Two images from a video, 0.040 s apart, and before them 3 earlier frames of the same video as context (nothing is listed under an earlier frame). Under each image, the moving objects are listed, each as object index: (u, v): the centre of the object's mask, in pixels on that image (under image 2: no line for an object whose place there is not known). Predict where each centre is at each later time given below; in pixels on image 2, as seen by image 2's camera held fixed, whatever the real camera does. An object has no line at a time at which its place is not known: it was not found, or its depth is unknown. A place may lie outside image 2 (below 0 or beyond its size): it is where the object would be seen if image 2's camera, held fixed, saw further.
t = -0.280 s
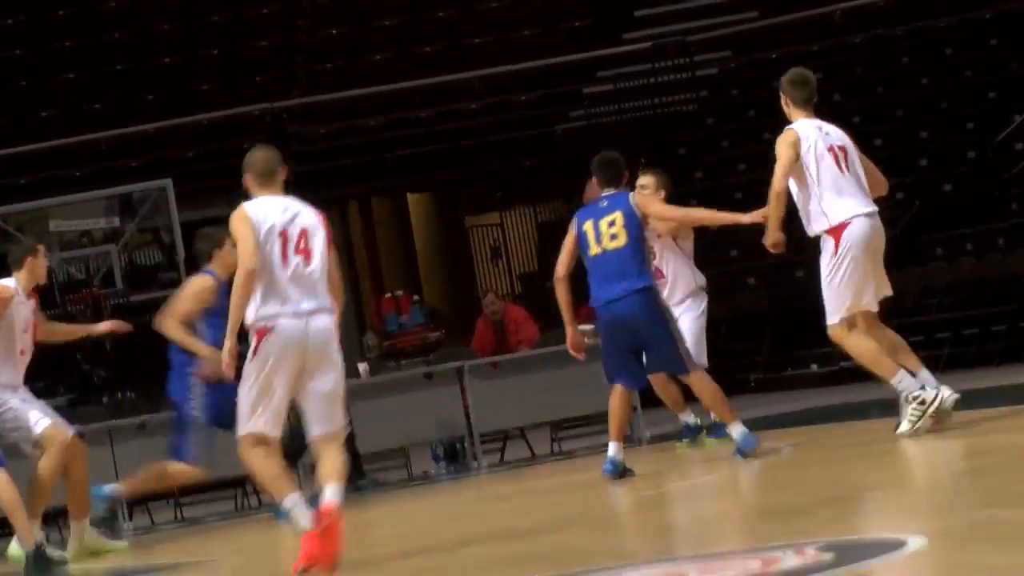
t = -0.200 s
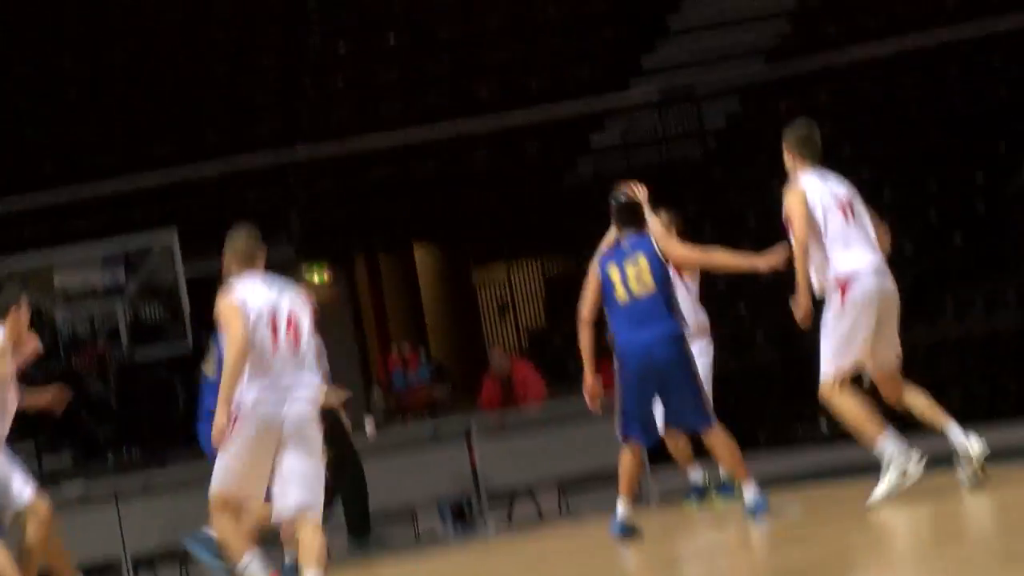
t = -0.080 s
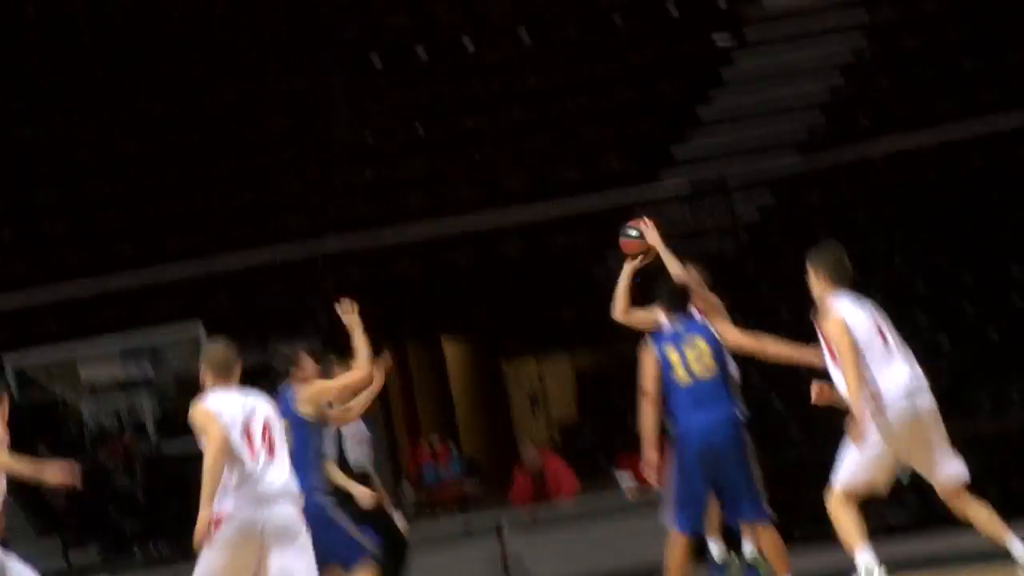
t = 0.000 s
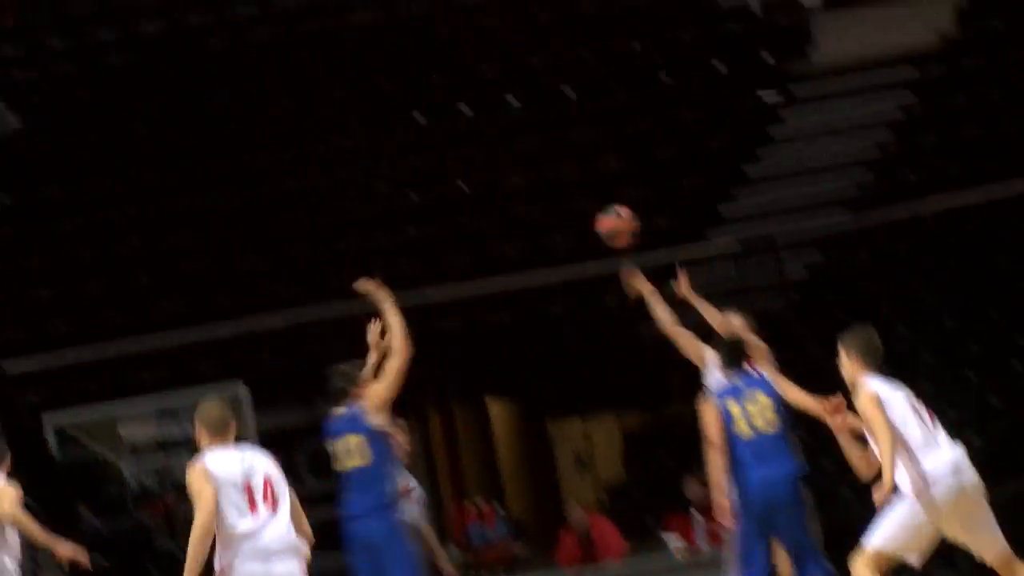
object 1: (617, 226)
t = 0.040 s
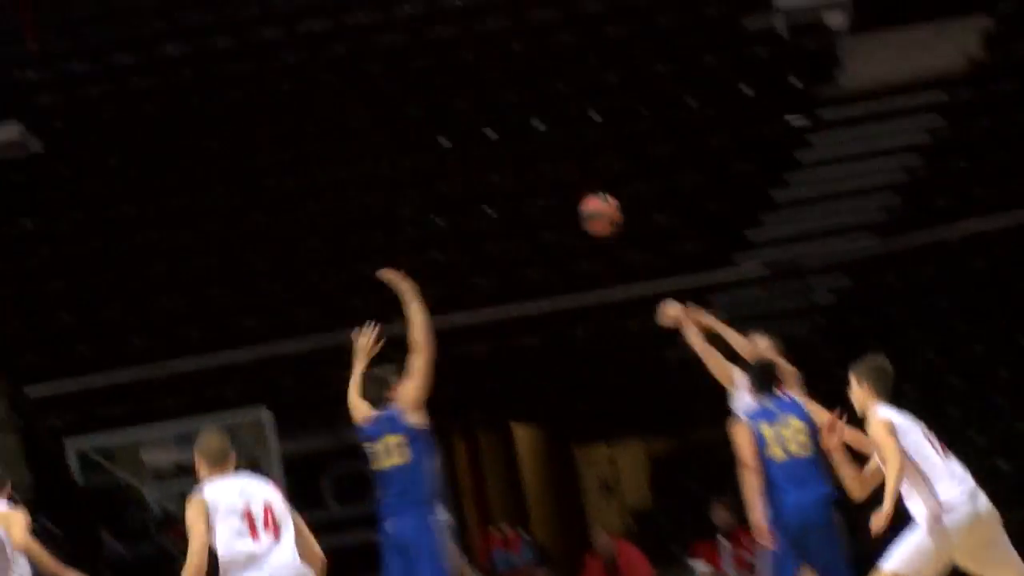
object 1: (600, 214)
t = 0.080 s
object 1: (558, 181)
